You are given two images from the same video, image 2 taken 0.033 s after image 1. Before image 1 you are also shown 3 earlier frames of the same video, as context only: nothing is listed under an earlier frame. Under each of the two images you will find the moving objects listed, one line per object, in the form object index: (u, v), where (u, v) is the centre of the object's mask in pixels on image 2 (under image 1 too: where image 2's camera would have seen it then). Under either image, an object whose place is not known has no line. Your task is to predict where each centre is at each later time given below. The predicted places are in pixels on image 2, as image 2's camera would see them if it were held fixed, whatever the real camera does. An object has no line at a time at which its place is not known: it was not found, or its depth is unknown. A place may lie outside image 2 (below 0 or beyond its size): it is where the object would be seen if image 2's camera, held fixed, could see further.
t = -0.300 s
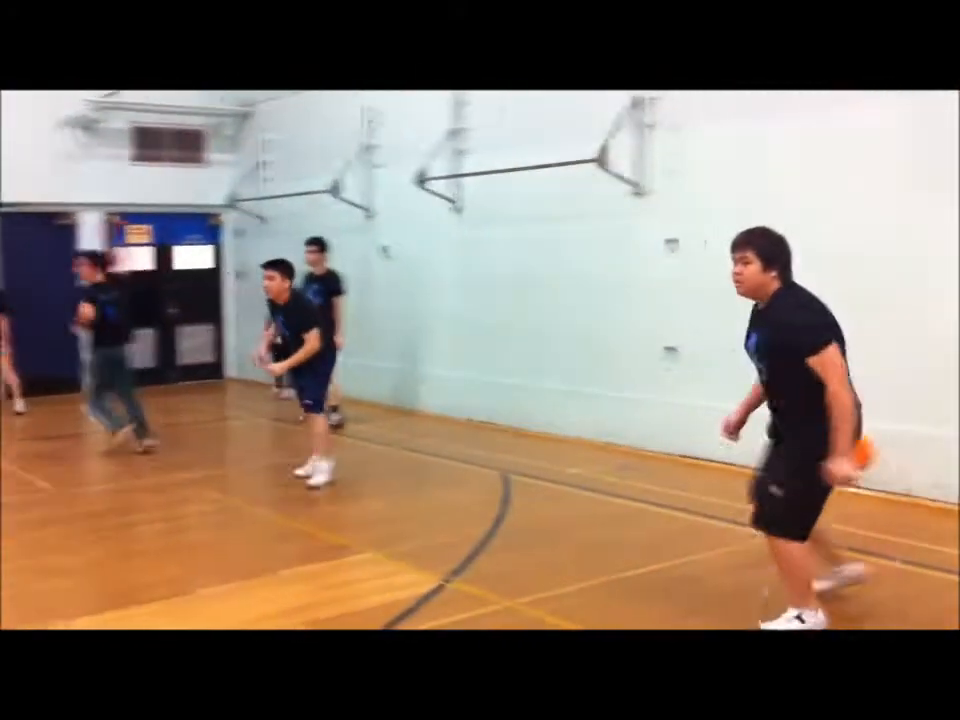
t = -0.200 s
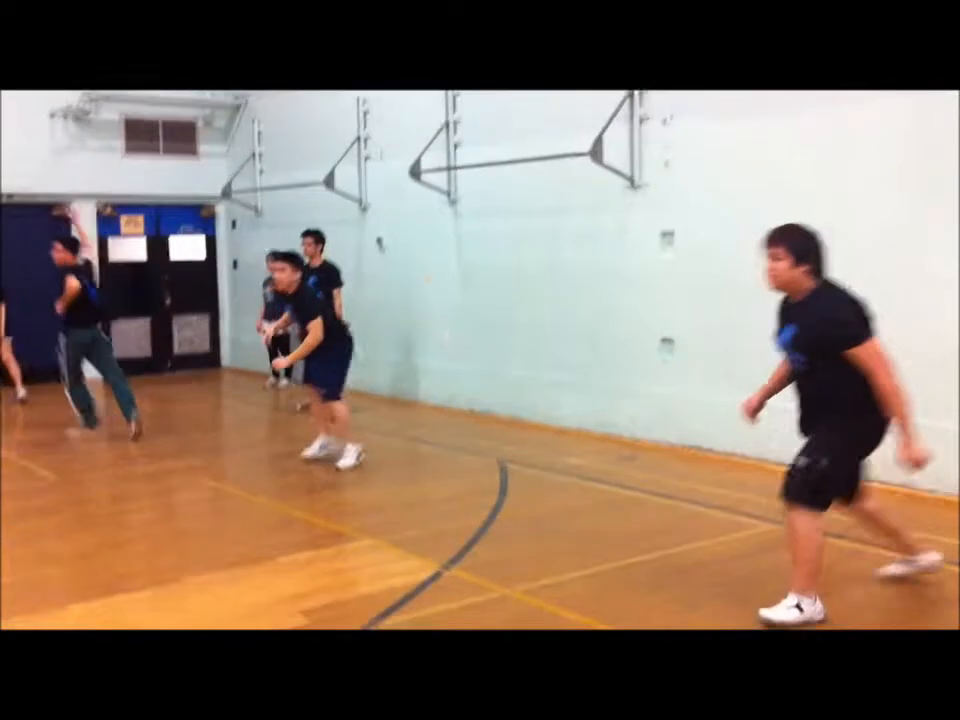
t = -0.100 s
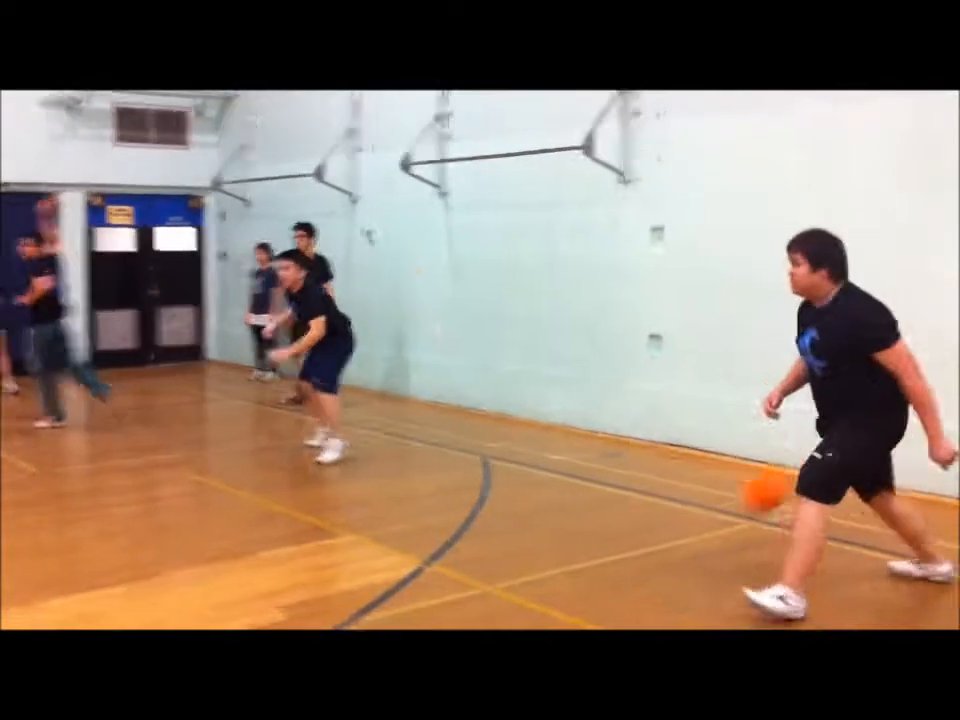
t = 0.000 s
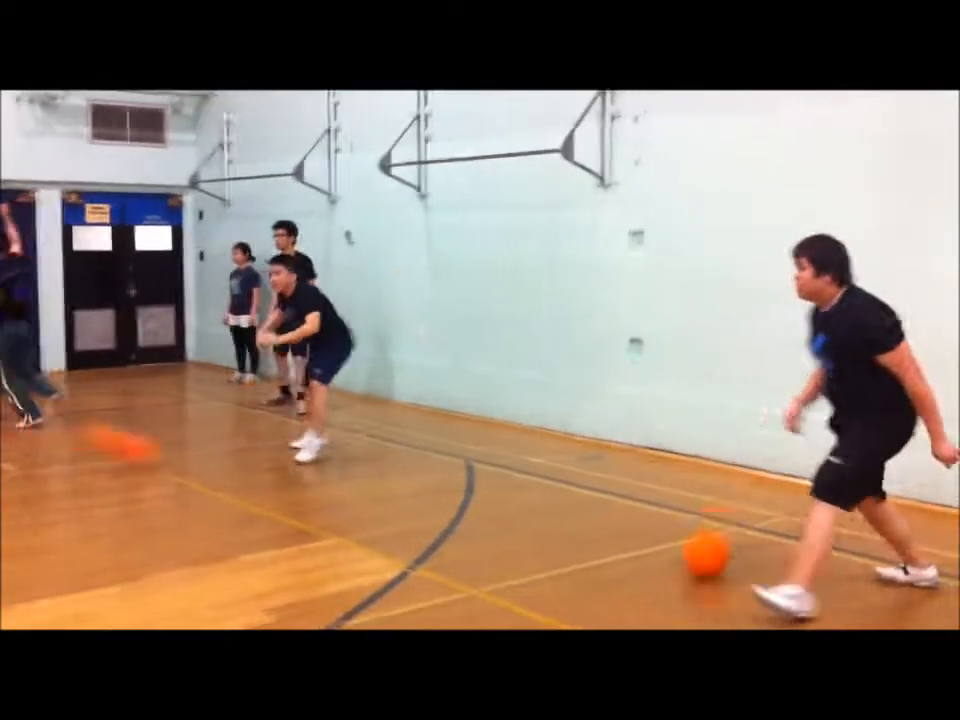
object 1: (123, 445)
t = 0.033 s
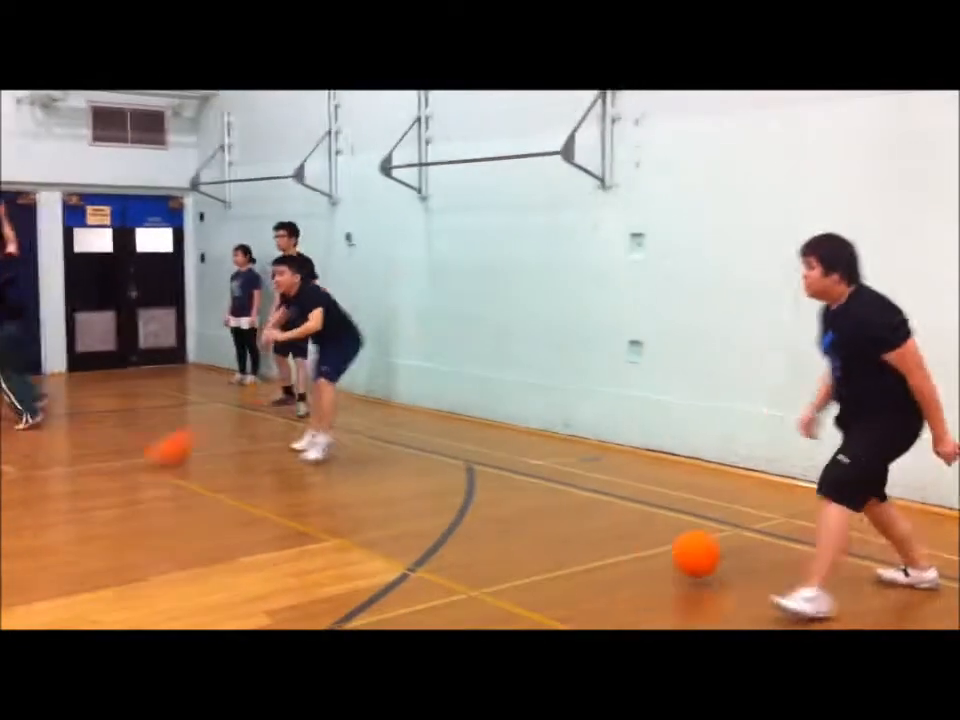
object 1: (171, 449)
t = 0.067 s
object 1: (203, 424)
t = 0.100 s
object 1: (231, 404)
